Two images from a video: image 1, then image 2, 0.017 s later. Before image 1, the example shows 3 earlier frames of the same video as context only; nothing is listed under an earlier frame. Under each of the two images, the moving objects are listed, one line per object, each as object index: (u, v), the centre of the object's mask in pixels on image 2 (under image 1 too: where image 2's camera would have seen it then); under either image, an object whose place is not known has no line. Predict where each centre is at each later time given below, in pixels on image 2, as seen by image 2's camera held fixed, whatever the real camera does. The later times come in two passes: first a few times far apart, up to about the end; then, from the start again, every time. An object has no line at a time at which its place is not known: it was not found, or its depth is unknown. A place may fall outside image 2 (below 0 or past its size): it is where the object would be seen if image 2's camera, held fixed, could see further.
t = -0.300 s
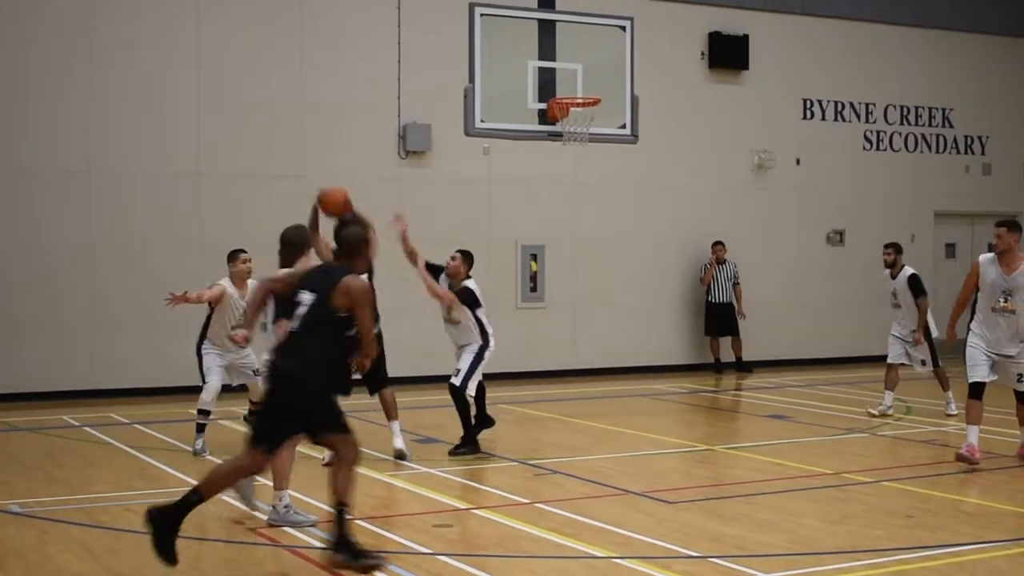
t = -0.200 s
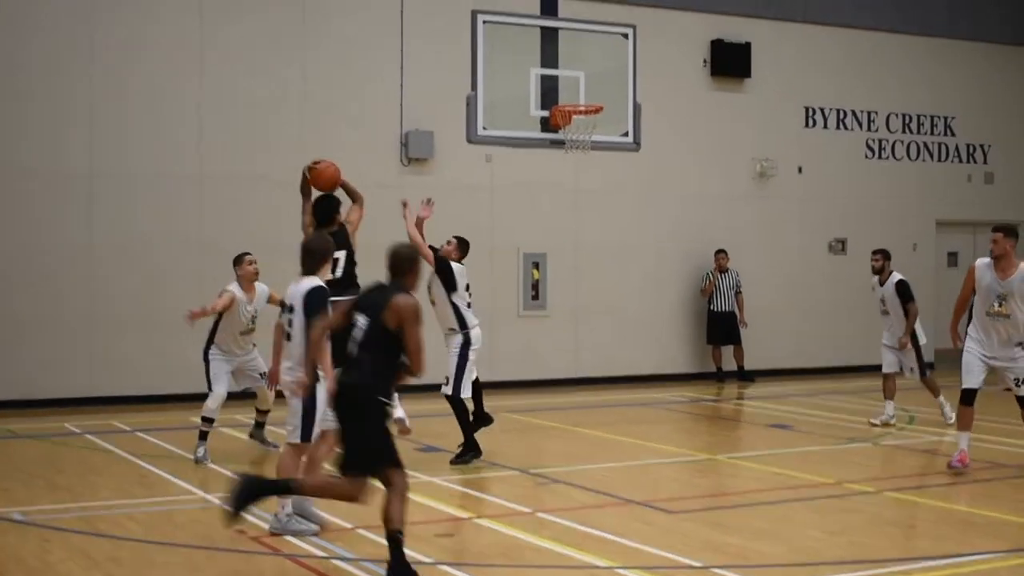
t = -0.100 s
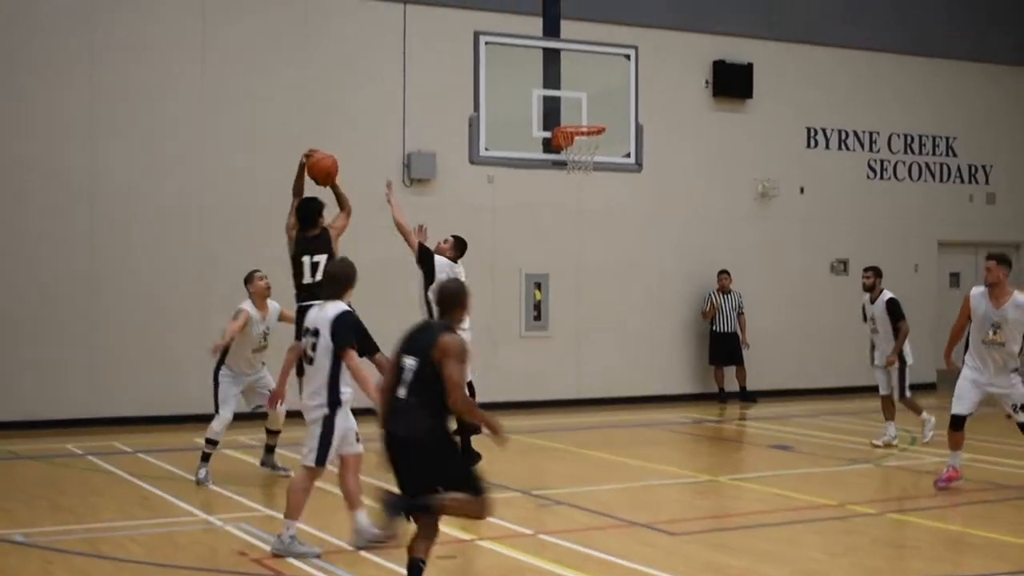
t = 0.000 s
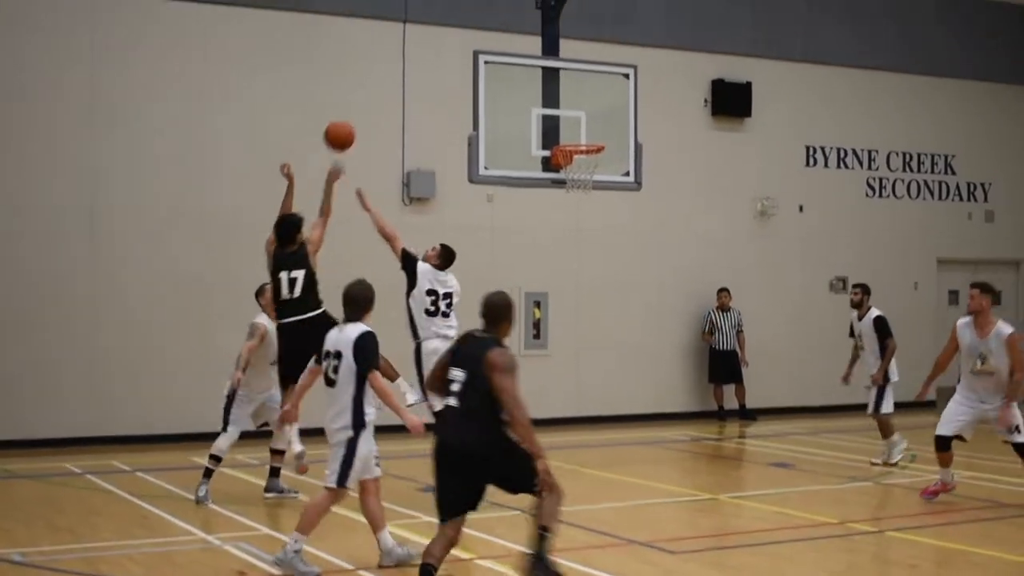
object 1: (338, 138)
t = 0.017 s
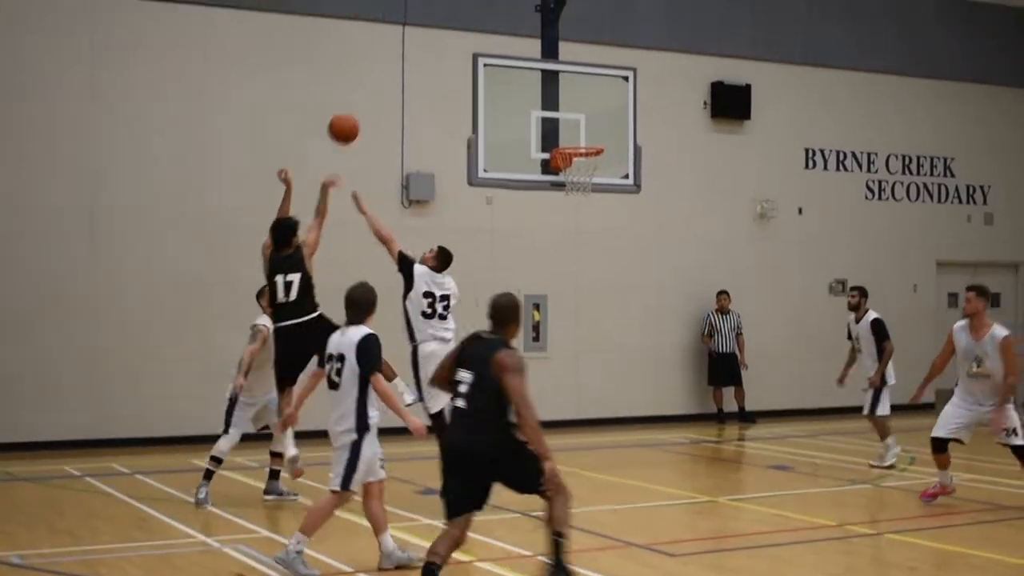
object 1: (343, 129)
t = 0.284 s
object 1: (417, 27)
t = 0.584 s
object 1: (488, 21)
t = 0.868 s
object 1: (544, 103)
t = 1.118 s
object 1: (550, 86)
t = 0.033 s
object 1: (349, 119)
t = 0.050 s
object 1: (353, 110)
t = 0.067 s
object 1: (358, 102)
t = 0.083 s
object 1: (363, 94)
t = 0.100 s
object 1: (368, 86)
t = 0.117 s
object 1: (373, 78)
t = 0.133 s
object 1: (377, 72)
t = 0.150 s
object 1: (382, 65)
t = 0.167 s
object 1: (386, 59)
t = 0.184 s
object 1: (391, 54)
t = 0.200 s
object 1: (395, 48)
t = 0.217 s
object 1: (400, 44)
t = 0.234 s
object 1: (404, 40)
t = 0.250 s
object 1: (409, 35)
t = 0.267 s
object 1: (413, 32)
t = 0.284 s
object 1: (417, 27)
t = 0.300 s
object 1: (421, 25)
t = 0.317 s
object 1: (425, 22)
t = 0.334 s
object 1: (428, 20)
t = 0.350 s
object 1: (434, 17)
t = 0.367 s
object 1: (437, 16)
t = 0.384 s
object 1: (441, 14)
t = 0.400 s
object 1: (445, 13)
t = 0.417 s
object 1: (450, 12)
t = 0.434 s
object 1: (454, 12)
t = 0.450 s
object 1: (457, 11)
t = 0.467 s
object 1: (462, 12)
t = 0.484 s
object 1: (465, 13)
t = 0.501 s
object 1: (469, 13)
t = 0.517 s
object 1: (472, 14)
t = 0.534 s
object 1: (475, 15)
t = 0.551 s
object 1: (478, 17)
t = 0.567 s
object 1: (483, 18)
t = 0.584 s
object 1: (488, 21)
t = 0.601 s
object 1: (492, 24)
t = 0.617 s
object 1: (496, 27)
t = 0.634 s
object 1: (499, 30)
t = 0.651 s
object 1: (503, 34)
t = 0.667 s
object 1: (506, 37)
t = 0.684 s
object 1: (509, 42)
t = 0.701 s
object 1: (511, 46)
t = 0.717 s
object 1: (515, 50)
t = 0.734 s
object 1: (519, 55)
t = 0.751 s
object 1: (523, 61)
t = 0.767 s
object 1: (526, 66)
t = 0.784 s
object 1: (529, 71)
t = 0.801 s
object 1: (532, 78)
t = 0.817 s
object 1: (535, 83)
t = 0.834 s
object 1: (538, 89)
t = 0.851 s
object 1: (541, 96)
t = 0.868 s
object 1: (544, 103)
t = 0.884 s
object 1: (548, 110)
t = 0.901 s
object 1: (551, 118)
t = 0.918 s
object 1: (554, 126)
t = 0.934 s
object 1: (556, 132)
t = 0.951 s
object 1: (557, 136)
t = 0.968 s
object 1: (557, 131)
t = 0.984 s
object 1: (557, 126)
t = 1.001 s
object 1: (557, 119)
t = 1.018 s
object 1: (555, 114)
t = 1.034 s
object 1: (554, 108)
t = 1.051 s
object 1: (554, 103)
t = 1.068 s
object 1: (553, 98)
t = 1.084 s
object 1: (552, 94)
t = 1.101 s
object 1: (552, 89)
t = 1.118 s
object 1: (550, 86)
